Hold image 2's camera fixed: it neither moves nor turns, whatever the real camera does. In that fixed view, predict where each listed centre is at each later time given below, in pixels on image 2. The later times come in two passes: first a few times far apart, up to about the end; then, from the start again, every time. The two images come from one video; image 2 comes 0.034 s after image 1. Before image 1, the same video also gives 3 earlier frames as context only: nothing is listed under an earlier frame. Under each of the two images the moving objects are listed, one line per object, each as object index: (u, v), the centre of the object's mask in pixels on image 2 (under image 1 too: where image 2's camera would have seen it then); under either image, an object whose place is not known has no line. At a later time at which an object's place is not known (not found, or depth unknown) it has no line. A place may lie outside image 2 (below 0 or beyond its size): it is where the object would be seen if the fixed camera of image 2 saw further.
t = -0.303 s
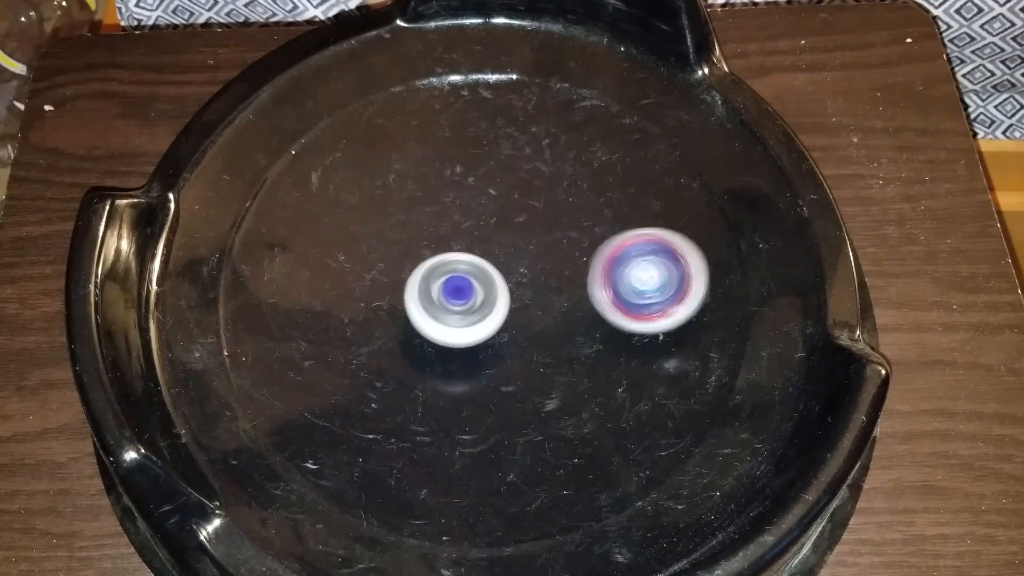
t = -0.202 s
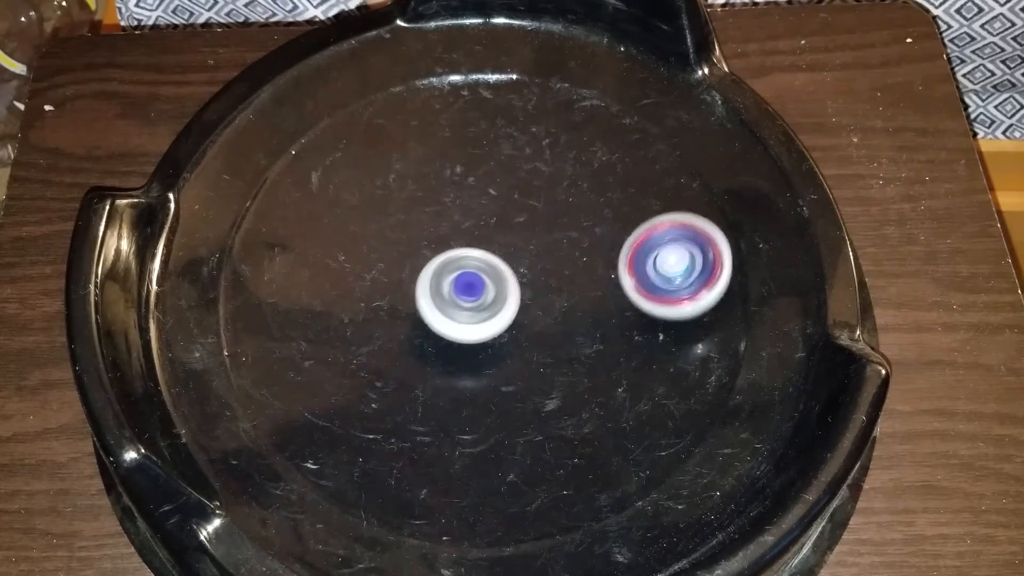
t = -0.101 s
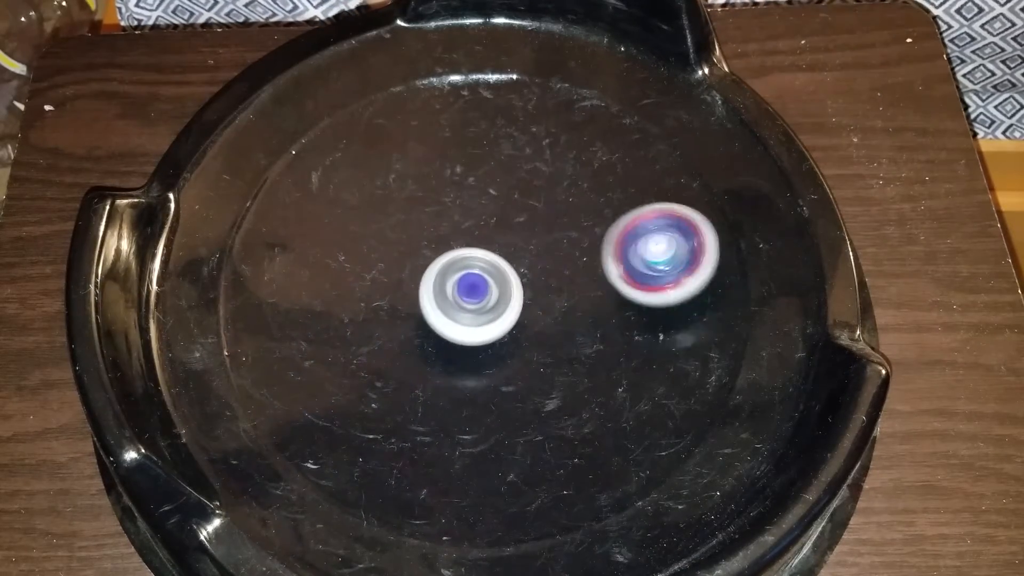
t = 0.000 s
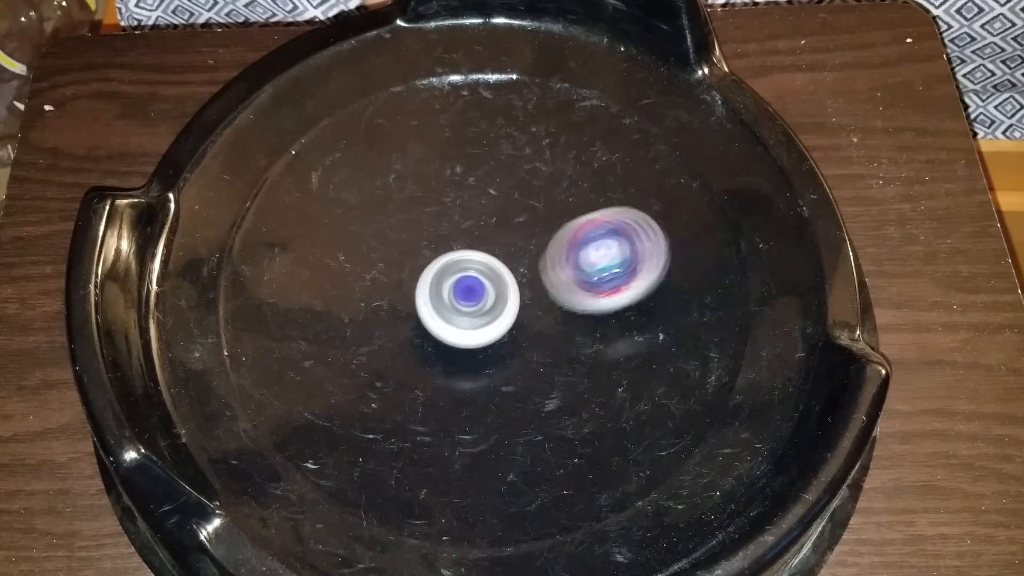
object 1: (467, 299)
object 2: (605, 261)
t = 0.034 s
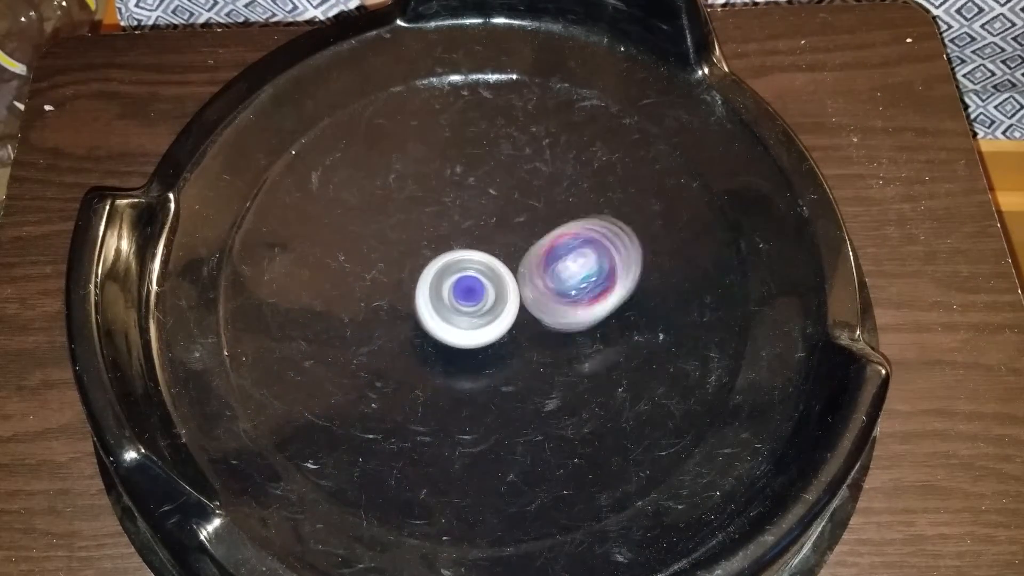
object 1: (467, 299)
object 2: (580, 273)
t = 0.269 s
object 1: (446, 295)
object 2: (619, 365)
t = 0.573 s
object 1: (410, 269)
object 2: (559, 334)
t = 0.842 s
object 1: (385, 264)
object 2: (471, 465)
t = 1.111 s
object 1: (432, 282)
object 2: (508, 386)
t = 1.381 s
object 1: (446, 245)
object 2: (428, 346)
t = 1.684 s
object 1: (477, 243)
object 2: (410, 376)
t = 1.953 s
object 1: (511, 238)
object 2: (424, 330)
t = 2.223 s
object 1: (525, 271)
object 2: (404, 310)
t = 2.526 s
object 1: (530, 289)
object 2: (401, 319)
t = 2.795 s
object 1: (569, 296)
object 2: (377, 284)
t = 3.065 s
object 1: (517, 293)
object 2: (420, 250)
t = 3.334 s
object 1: (511, 308)
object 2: (412, 208)
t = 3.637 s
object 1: (495, 307)
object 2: (455, 219)
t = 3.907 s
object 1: (488, 348)
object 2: (496, 222)
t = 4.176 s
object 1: (474, 334)
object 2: (551, 246)
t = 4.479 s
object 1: (386, 317)
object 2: (595, 281)
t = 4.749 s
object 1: (414, 305)
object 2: (550, 313)
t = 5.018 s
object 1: (431, 278)
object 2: (518, 371)
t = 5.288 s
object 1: (465, 261)
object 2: (494, 368)
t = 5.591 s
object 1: (479, 260)
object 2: (444, 361)
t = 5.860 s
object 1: (514, 263)
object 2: (413, 318)
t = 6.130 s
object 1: (522, 271)
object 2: (424, 263)
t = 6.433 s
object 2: (400, 208)
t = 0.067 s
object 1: (456, 299)
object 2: (570, 290)
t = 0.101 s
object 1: (445, 299)
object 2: (571, 308)
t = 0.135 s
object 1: (439, 299)
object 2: (575, 326)
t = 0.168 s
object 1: (437, 298)
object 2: (584, 342)
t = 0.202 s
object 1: (438, 297)
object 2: (595, 354)
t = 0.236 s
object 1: (441, 296)
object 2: (609, 362)
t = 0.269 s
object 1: (446, 295)
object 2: (619, 365)
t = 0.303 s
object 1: (451, 296)
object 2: (626, 363)
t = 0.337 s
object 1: (457, 297)
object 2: (628, 358)
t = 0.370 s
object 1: (462, 298)
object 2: (626, 351)
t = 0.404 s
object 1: (467, 299)
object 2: (619, 343)
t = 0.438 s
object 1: (469, 301)
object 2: (607, 335)
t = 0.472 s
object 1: (470, 301)
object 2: (589, 328)
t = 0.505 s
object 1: (462, 296)
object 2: (574, 326)
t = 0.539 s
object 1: (435, 283)
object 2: (569, 329)
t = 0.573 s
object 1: (410, 269)
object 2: (559, 334)
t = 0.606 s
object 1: (391, 259)
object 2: (543, 342)
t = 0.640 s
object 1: (379, 252)
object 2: (523, 351)
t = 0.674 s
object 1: (372, 249)
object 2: (503, 364)
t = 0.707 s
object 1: (371, 249)
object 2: (486, 382)
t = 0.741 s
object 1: (373, 252)
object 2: (474, 403)
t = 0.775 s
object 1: (376, 255)
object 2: (467, 425)
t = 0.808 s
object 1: (380, 259)
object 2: (465, 446)
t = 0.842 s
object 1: (385, 264)
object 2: (471, 465)
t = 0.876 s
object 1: (391, 268)
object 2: (481, 481)
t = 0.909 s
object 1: (396, 271)
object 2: (492, 486)
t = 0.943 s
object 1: (402, 273)
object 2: (501, 482)
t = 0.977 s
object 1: (407, 275)
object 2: (510, 471)
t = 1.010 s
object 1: (413, 277)
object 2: (516, 455)
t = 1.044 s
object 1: (419, 279)
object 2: (518, 434)
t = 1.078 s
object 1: (426, 280)
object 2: (516, 411)
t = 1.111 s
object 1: (432, 282)
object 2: (508, 386)
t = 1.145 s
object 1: (437, 281)
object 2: (497, 366)
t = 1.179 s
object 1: (437, 271)
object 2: (486, 357)
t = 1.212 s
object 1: (437, 258)
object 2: (475, 354)
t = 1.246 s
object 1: (438, 249)
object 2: (464, 353)
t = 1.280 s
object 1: (440, 243)
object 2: (454, 352)
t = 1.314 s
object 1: (442, 242)
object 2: (444, 349)
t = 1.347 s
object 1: (444, 243)
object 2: (435, 347)
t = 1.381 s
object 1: (446, 245)
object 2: (428, 346)
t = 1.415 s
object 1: (447, 248)
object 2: (422, 347)
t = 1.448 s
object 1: (448, 251)
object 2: (417, 347)
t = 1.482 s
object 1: (449, 254)
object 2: (413, 347)
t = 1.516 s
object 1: (452, 254)
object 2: (408, 350)
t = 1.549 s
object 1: (460, 247)
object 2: (400, 359)
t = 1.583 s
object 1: (467, 242)
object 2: (397, 366)
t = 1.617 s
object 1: (472, 241)
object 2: (398, 371)
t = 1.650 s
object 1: (475, 241)
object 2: (403, 375)
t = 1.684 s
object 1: (477, 243)
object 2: (410, 376)
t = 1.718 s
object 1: (479, 245)
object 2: (417, 374)
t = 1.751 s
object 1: (481, 247)
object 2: (426, 368)
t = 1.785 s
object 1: (482, 249)
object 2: (434, 358)
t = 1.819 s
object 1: (484, 252)
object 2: (441, 346)
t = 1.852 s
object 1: (489, 249)
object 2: (440, 339)
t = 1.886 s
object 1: (498, 241)
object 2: (433, 336)
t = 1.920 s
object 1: (505, 238)
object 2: (427, 333)
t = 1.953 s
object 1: (511, 238)
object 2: (424, 330)
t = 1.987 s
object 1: (514, 240)
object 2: (422, 327)
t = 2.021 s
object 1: (515, 243)
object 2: (421, 325)
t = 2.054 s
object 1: (516, 247)
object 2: (419, 322)
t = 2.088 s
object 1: (516, 252)
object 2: (417, 319)
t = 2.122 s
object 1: (515, 259)
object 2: (416, 316)
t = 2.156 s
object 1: (514, 265)
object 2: (416, 314)
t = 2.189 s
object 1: (514, 270)
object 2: (416, 311)
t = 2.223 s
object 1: (525, 271)
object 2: (404, 310)
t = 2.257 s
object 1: (536, 272)
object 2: (392, 311)
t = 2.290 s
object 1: (542, 273)
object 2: (384, 313)
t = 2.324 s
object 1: (545, 274)
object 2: (379, 315)
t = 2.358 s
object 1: (545, 275)
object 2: (376, 316)
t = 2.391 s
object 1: (544, 277)
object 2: (377, 318)
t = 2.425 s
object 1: (542, 280)
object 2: (380, 320)
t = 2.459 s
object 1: (539, 283)
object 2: (385, 321)
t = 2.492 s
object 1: (534, 286)
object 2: (392, 320)
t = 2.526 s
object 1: (530, 289)
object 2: (401, 319)
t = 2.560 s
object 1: (525, 292)
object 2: (411, 317)
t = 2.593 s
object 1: (529, 295)
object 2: (412, 312)
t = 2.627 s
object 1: (548, 295)
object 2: (397, 305)
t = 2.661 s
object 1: (564, 296)
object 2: (388, 299)
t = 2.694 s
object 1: (572, 296)
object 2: (382, 294)
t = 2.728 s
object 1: (574, 296)
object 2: (378, 289)
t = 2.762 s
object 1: (573, 296)
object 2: (377, 287)
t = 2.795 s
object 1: (569, 296)
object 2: (377, 284)
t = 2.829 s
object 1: (563, 297)
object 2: (380, 282)
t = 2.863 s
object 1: (556, 296)
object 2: (383, 279)
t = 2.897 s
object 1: (549, 296)
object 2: (387, 277)
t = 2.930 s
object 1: (541, 295)
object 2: (392, 274)
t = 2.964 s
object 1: (534, 295)
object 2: (400, 270)
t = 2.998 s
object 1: (528, 294)
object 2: (408, 264)
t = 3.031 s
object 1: (521, 293)
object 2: (415, 258)
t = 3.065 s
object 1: (517, 293)
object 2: (420, 250)
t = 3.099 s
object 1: (524, 300)
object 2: (419, 239)
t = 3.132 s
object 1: (527, 306)
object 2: (419, 229)
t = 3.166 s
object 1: (527, 309)
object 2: (417, 218)
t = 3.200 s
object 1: (525, 311)
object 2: (415, 210)
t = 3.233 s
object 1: (522, 312)
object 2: (412, 205)
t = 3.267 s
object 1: (519, 311)
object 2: (411, 204)
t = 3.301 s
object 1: (515, 310)
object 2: (411, 205)
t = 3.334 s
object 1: (511, 308)
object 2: (412, 208)
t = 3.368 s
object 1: (507, 305)
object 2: (414, 213)
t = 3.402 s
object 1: (503, 302)
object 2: (420, 219)
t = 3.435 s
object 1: (499, 301)
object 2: (428, 226)
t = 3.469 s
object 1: (500, 304)
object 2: (434, 225)
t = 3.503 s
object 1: (501, 308)
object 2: (438, 221)
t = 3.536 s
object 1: (501, 309)
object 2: (442, 220)
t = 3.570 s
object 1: (500, 308)
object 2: (447, 219)
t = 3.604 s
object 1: (498, 308)
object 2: (452, 218)
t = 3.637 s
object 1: (495, 307)
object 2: (455, 219)
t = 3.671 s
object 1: (494, 318)
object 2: (457, 217)
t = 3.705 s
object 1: (492, 335)
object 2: (457, 211)
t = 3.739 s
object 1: (490, 346)
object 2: (461, 209)
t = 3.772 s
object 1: (489, 351)
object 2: (467, 210)
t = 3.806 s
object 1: (488, 354)
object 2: (473, 212)
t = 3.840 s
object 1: (488, 354)
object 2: (481, 214)
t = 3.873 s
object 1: (488, 351)
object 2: (488, 217)
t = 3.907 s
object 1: (488, 348)
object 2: (496, 222)
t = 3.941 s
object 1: (488, 345)
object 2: (503, 227)
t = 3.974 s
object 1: (488, 342)
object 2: (510, 231)
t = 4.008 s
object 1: (488, 338)
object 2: (518, 236)
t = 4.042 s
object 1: (488, 335)
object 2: (525, 239)
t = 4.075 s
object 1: (488, 332)
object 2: (531, 243)
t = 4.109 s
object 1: (484, 332)
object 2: (538, 245)
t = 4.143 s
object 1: (478, 334)
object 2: (545, 244)
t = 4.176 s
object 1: (474, 334)
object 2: (551, 246)
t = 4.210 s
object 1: (473, 331)
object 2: (554, 247)
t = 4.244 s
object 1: (471, 326)
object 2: (557, 250)
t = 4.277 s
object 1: (471, 322)
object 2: (556, 253)
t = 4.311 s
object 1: (471, 317)
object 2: (555, 258)
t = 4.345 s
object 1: (452, 318)
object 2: (561, 262)
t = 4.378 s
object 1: (425, 321)
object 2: (573, 265)
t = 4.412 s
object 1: (406, 320)
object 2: (581, 270)
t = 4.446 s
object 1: (393, 319)
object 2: (589, 275)
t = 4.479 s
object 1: (386, 317)
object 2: (595, 281)
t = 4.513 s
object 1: (384, 314)
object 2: (598, 284)
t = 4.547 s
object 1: (386, 312)
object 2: (597, 287)
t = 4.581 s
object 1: (390, 311)
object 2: (594, 291)
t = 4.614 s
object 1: (395, 310)
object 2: (589, 293)
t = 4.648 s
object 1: (400, 309)
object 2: (581, 298)
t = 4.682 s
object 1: (404, 307)
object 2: (572, 302)
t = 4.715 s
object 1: (409, 306)
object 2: (562, 308)
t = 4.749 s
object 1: (414, 305)
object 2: (550, 313)
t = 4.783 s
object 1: (419, 303)
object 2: (540, 318)
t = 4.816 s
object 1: (424, 302)
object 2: (530, 323)
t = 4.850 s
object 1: (423, 297)
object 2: (528, 332)
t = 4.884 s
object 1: (418, 290)
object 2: (527, 342)
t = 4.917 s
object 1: (419, 284)
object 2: (525, 350)
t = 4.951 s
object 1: (422, 281)
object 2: (522, 358)
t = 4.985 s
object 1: (426, 279)
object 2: (520, 365)
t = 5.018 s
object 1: (431, 278)
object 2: (518, 371)
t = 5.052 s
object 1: (436, 278)
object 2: (516, 373)
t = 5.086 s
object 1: (441, 278)
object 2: (515, 373)
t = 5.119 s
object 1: (446, 279)
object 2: (514, 372)
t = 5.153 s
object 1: (451, 280)
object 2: (511, 369)
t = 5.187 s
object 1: (455, 281)
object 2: (508, 365)
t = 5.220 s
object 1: (458, 276)
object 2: (501, 367)
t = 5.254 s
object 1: (462, 267)
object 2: (497, 367)
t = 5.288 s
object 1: (465, 261)
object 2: (494, 368)
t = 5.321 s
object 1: (470, 261)
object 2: (489, 365)
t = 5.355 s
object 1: (473, 262)
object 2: (485, 362)
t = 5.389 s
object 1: (474, 263)
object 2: (480, 359)
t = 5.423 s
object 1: (474, 263)
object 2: (471, 358)
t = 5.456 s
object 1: (476, 259)
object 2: (462, 362)
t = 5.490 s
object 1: (477, 253)
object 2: (455, 361)
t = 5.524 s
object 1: (478, 254)
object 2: (453, 362)
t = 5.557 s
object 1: (479, 257)
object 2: (451, 363)
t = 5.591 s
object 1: (479, 260)
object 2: (444, 361)
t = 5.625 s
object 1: (479, 264)
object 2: (437, 356)
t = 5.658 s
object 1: (480, 268)
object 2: (433, 352)
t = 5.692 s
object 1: (486, 265)
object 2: (428, 353)
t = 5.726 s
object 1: (492, 262)
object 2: (425, 350)
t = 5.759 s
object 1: (494, 263)
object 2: (423, 344)
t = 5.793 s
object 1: (494, 265)
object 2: (423, 334)
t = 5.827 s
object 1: (500, 265)
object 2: (421, 324)
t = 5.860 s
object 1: (514, 263)
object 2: (413, 318)
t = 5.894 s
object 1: (526, 262)
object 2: (406, 307)
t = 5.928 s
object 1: (533, 263)
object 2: (408, 297)
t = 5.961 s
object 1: (535, 264)
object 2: (410, 284)
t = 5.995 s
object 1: (535, 267)
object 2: (409, 278)
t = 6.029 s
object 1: (532, 269)
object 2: (412, 271)
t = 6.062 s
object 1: (529, 270)
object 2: (417, 264)
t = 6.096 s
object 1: (526, 271)
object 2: (419, 262)
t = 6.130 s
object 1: (522, 271)
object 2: (424, 263)
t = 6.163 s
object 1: (520, 276)
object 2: (427, 259)
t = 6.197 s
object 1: (530, 288)
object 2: (426, 243)
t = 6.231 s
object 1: (545, 302)
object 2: (414, 225)
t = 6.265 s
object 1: (557, 315)
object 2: (405, 211)
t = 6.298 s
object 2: (400, 207)
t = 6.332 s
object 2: (397, 207)
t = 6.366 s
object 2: (397, 206)
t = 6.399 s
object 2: (398, 207)
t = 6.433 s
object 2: (400, 208)
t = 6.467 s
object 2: (404, 212)
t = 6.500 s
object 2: (410, 217)
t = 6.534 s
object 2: (418, 224)
